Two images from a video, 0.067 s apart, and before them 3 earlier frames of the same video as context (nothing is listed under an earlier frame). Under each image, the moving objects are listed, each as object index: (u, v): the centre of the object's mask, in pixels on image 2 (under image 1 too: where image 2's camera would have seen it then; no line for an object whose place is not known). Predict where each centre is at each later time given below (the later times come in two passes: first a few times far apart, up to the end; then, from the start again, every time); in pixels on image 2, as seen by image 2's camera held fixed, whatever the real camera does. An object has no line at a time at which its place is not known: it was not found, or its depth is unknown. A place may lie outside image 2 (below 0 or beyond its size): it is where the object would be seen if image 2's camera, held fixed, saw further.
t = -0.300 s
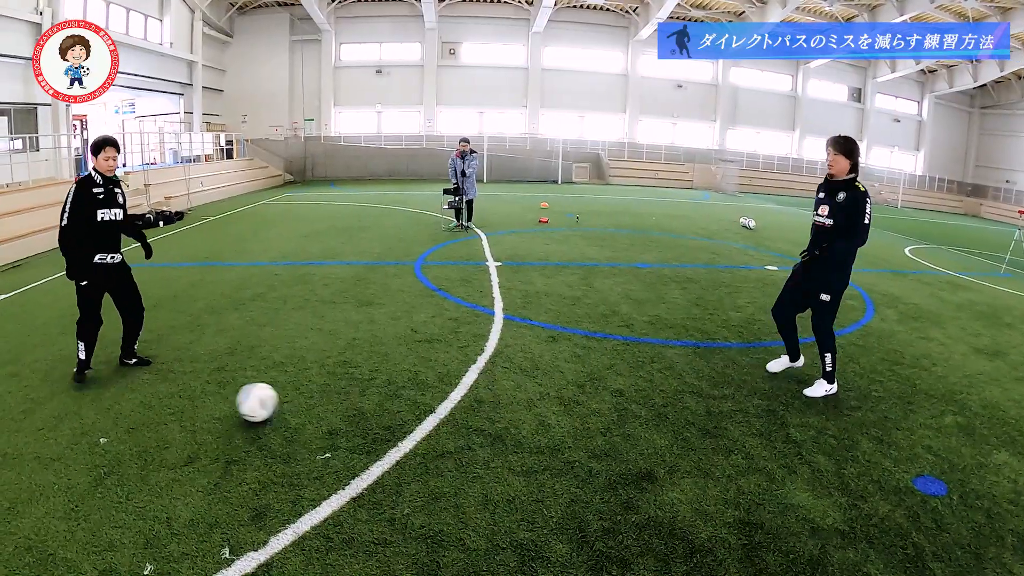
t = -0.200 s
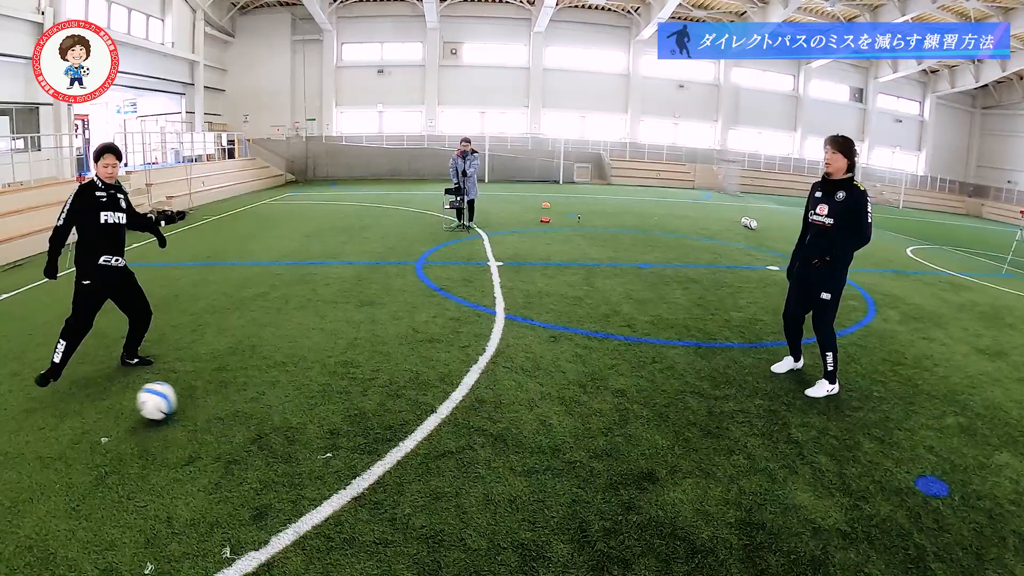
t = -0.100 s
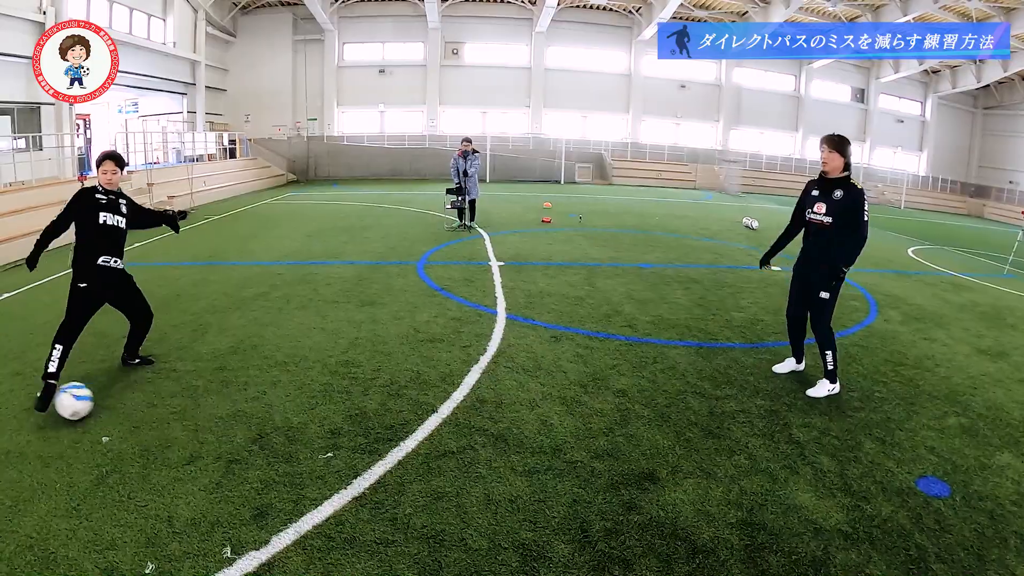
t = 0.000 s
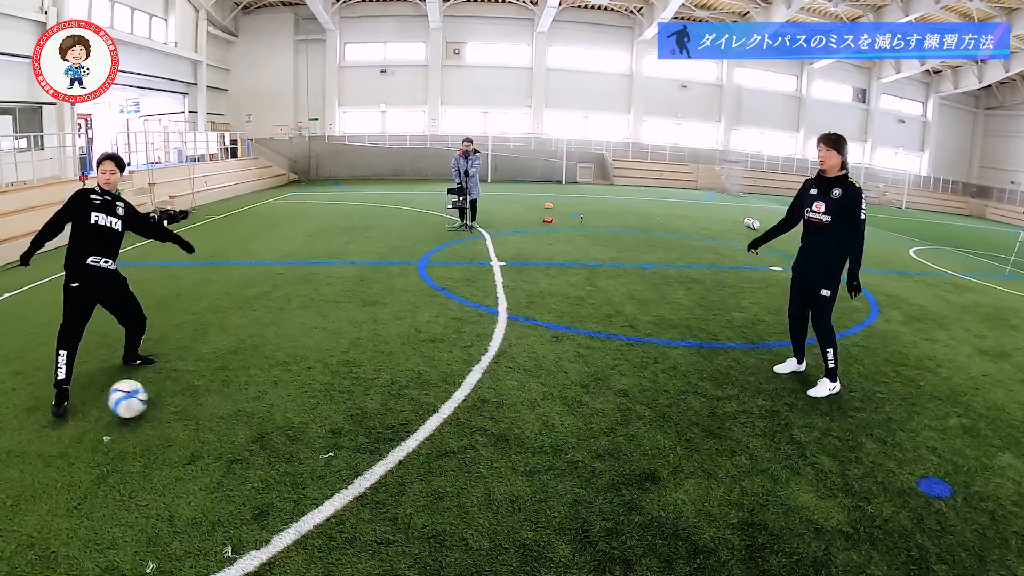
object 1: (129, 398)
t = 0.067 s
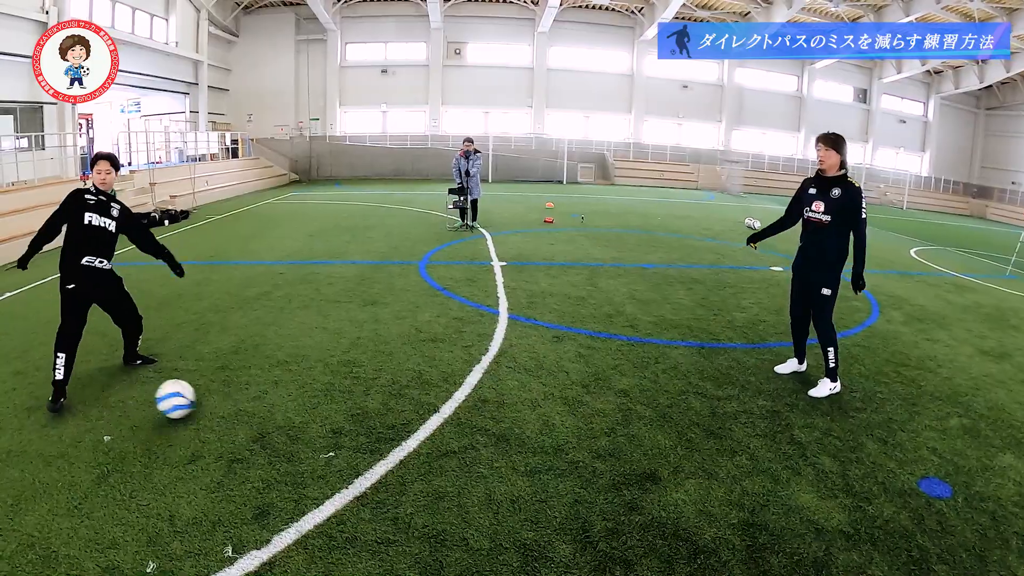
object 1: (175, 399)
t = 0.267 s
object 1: (306, 401)
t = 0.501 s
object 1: (429, 395)
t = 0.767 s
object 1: (561, 389)
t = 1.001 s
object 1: (660, 386)
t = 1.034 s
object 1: (673, 384)
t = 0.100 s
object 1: (200, 401)
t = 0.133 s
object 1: (222, 400)
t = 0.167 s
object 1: (243, 398)
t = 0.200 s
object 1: (264, 398)
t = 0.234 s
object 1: (285, 400)
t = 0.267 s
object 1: (306, 401)
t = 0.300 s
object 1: (323, 398)
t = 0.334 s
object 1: (340, 396)
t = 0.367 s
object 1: (358, 395)
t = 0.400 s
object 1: (376, 397)
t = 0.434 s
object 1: (395, 400)
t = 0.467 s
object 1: (412, 397)
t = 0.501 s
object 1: (429, 395)
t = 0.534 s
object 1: (445, 394)
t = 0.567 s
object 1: (463, 395)
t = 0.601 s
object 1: (481, 397)
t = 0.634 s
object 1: (496, 395)
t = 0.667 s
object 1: (514, 394)
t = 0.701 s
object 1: (530, 395)
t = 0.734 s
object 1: (545, 391)
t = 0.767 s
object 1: (561, 389)
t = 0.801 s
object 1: (576, 388)
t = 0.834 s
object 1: (591, 390)
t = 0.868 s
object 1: (606, 389)
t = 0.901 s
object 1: (621, 387)
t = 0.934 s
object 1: (634, 386)
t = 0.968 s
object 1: (647, 386)
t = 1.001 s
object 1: (660, 386)
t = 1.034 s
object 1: (673, 384)
